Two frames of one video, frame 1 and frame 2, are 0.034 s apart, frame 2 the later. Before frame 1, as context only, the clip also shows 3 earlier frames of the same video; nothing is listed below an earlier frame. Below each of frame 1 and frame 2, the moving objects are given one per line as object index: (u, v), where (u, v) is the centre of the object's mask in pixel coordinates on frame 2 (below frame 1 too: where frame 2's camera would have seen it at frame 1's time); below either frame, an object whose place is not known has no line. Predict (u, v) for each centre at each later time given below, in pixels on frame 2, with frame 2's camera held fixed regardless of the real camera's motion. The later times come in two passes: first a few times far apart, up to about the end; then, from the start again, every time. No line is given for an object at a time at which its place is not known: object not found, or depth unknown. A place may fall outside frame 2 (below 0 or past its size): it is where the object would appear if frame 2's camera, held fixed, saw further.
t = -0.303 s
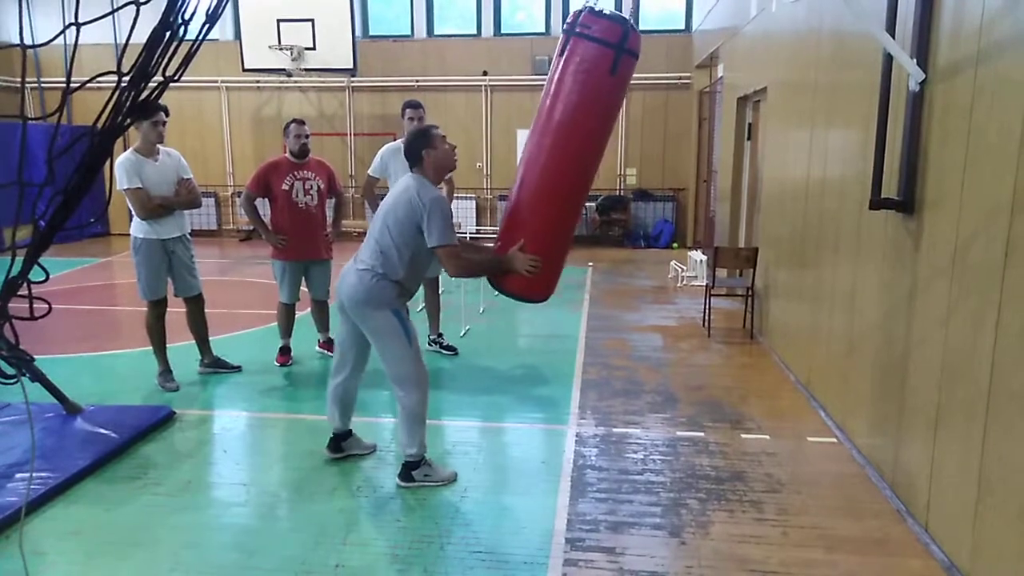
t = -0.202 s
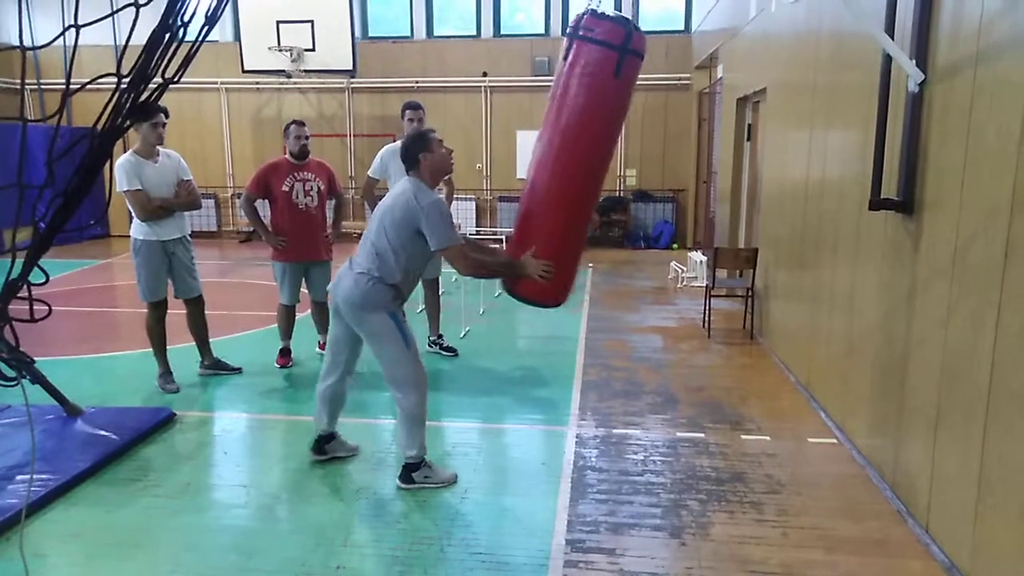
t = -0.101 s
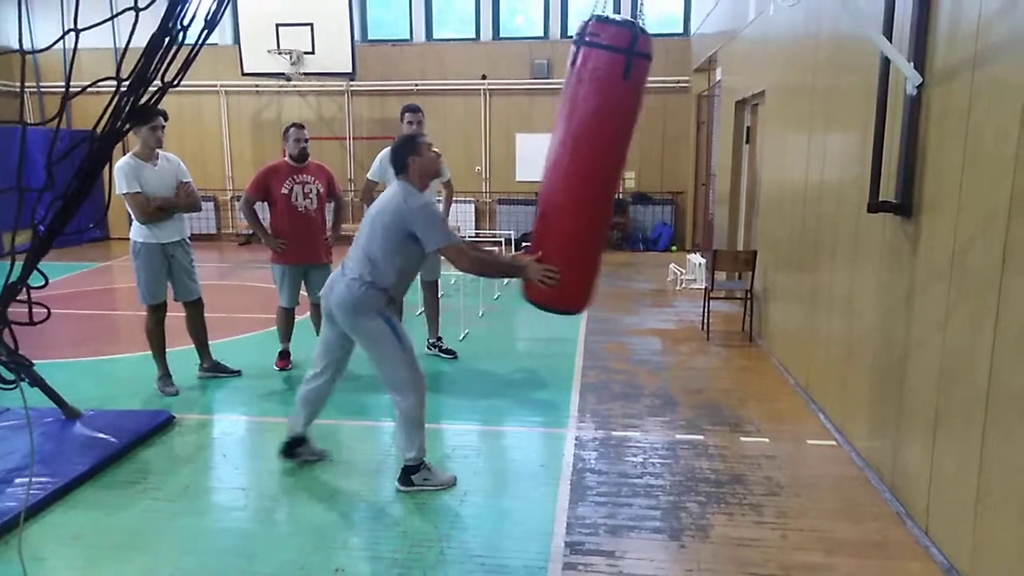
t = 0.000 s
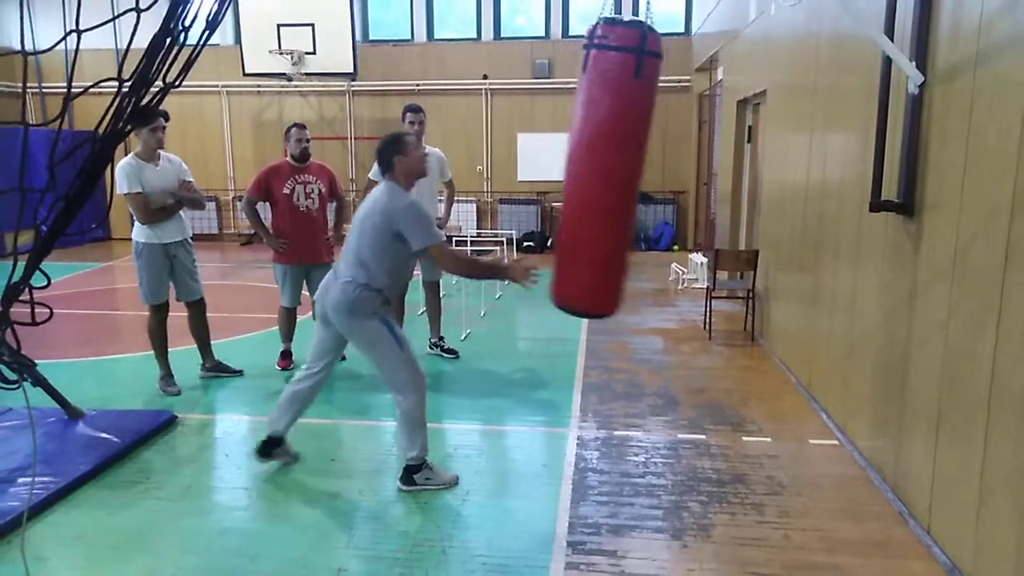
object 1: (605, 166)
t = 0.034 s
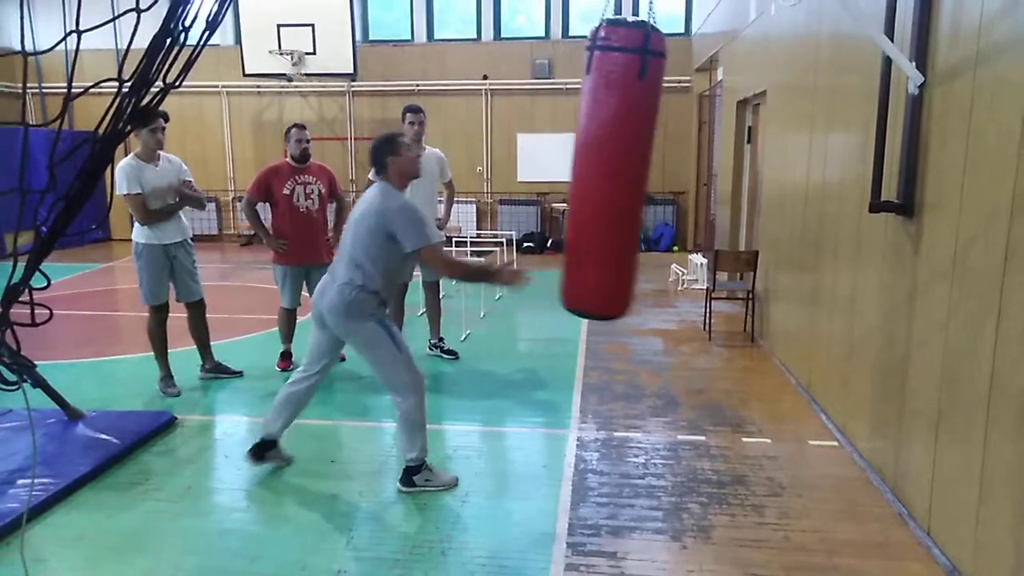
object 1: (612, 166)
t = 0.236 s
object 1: (651, 166)
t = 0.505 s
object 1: (695, 159)
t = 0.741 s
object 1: (705, 157)
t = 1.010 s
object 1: (679, 163)
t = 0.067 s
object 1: (617, 167)
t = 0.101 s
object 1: (625, 167)
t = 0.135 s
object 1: (631, 168)
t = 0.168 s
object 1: (638, 168)
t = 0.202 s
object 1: (645, 167)
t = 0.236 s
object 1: (651, 166)
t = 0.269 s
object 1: (658, 166)
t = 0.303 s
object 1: (665, 166)
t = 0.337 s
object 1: (671, 165)
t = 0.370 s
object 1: (677, 164)
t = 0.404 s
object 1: (682, 163)
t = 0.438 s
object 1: (687, 161)
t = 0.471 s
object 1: (691, 160)
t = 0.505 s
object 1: (695, 159)
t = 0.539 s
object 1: (699, 159)
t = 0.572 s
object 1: (701, 158)
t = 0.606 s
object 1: (703, 158)
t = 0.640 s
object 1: (704, 158)
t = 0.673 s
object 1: (705, 157)
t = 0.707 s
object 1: (705, 158)
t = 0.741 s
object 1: (705, 157)
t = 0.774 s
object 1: (704, 158)
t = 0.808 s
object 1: (702, 158)
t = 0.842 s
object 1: (699, 158)
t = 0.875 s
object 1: (696, 158)
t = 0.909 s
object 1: (693, 159)
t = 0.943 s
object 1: (688, 160)
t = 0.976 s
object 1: (684, 161)
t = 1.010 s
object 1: (679, 163)
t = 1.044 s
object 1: (673, 164)
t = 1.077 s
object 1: (667, 164)
